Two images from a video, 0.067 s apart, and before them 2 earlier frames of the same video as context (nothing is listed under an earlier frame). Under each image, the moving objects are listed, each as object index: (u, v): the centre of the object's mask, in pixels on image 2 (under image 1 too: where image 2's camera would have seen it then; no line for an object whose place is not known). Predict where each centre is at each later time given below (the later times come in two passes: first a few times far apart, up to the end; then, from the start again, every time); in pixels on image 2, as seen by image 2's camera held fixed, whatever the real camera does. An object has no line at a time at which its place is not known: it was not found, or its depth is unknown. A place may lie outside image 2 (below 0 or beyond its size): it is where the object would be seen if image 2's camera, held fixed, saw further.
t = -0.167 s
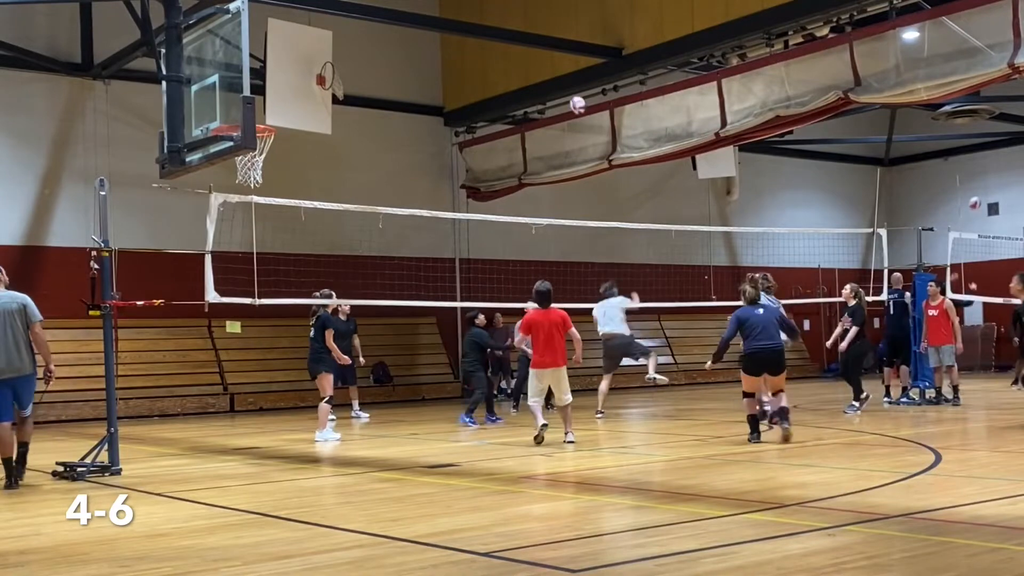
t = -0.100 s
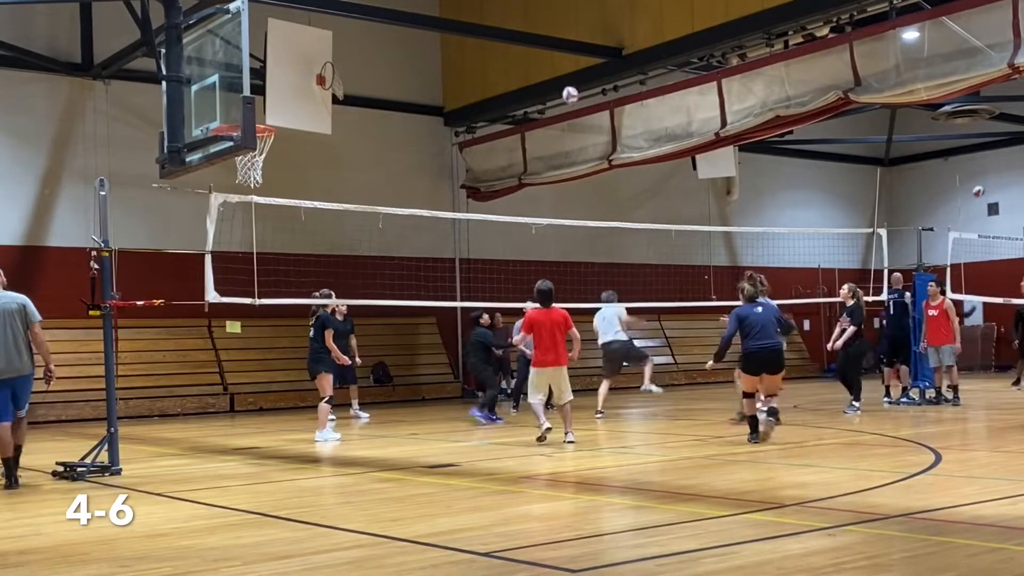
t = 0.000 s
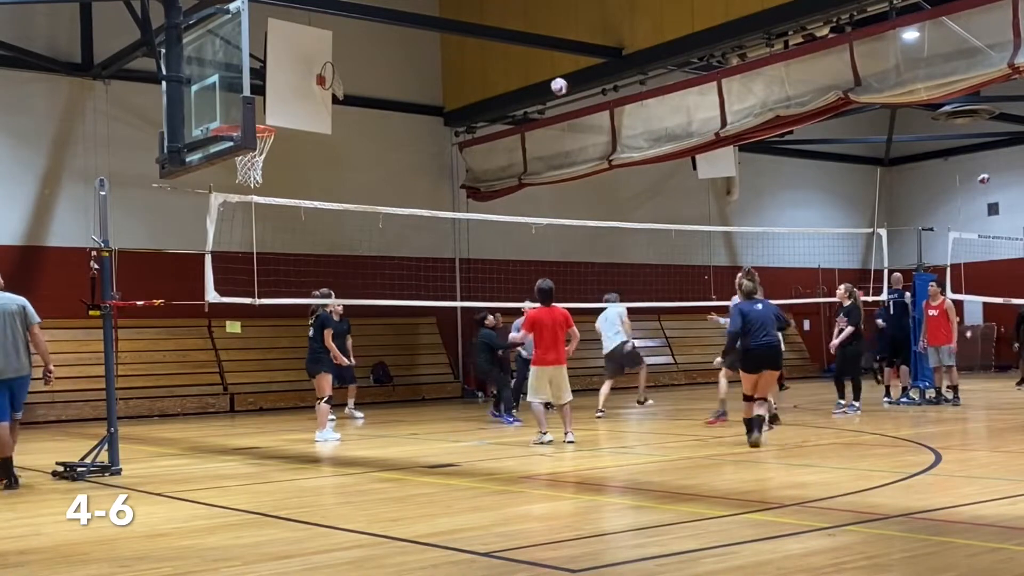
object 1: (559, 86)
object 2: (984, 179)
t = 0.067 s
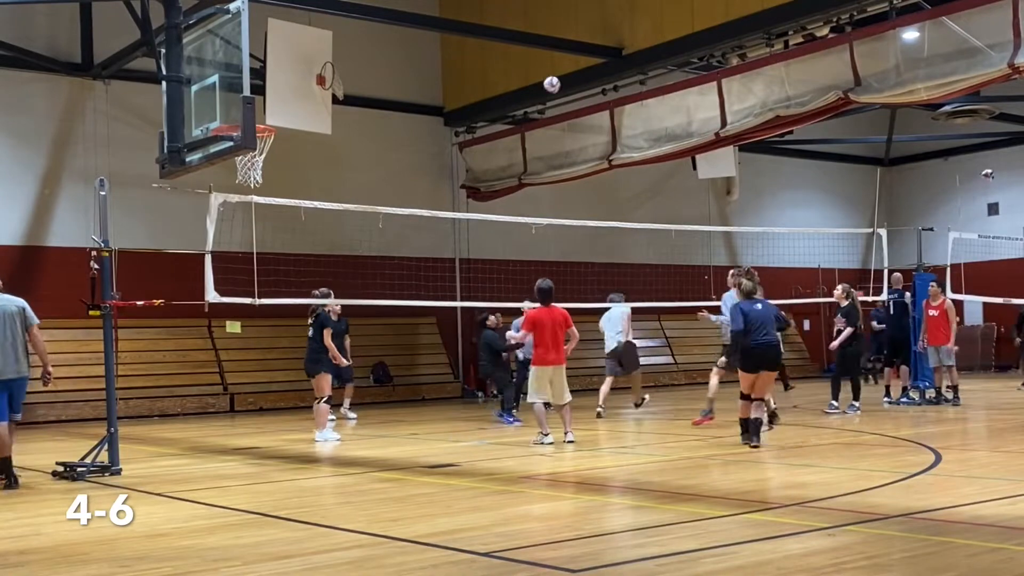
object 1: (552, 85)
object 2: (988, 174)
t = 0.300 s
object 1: (528, 104)
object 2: (1001, 177)
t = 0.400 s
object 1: (518, 123)
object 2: (1007, 187)
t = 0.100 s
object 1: (548, 85)
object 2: (990, 173)
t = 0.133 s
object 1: (545, 86)
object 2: (992, 172)
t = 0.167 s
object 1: (541, 88)
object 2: (993, 172)
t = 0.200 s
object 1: (538, 91)
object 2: (996, 173)
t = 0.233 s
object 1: (534, 94)
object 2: (997, 173)
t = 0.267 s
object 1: (531, 98)
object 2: (999, 175)
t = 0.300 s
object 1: (528, 104)
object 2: (1001, 177)
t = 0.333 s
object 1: (524, 110)
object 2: (1003, 180)
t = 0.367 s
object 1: (521, 116)
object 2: (1005, 183)
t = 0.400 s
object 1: (518, 123)
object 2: (1007, 187)
